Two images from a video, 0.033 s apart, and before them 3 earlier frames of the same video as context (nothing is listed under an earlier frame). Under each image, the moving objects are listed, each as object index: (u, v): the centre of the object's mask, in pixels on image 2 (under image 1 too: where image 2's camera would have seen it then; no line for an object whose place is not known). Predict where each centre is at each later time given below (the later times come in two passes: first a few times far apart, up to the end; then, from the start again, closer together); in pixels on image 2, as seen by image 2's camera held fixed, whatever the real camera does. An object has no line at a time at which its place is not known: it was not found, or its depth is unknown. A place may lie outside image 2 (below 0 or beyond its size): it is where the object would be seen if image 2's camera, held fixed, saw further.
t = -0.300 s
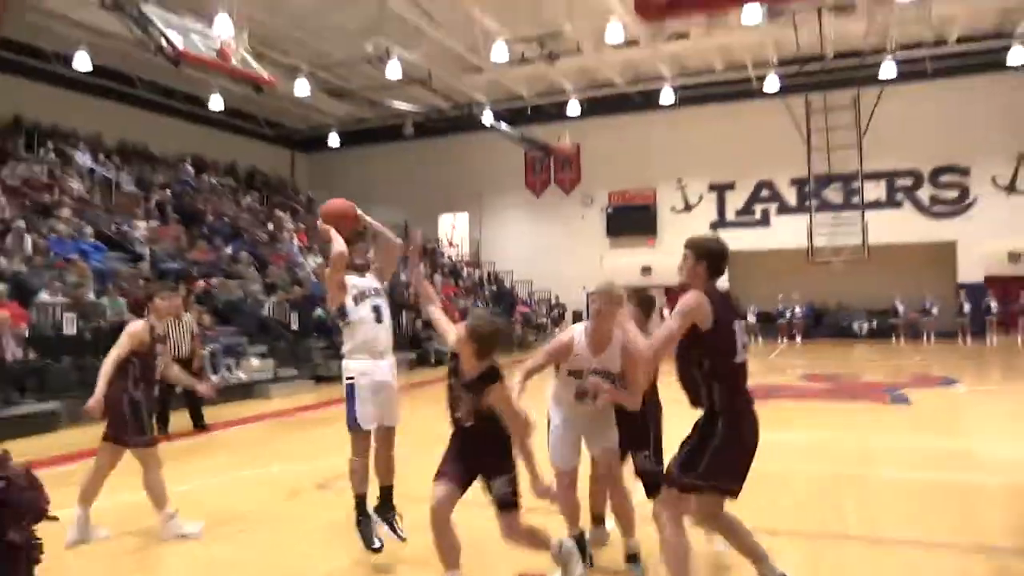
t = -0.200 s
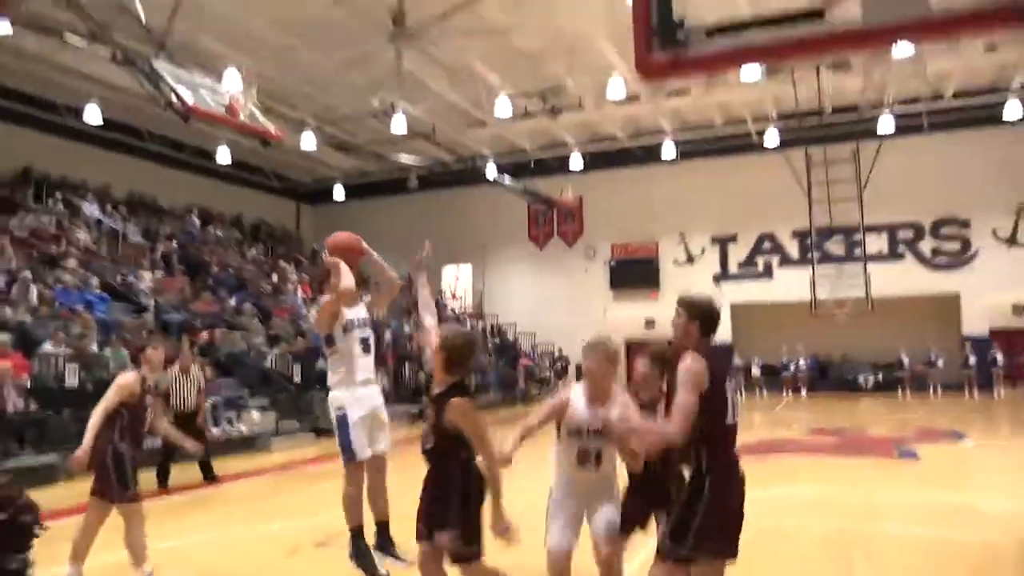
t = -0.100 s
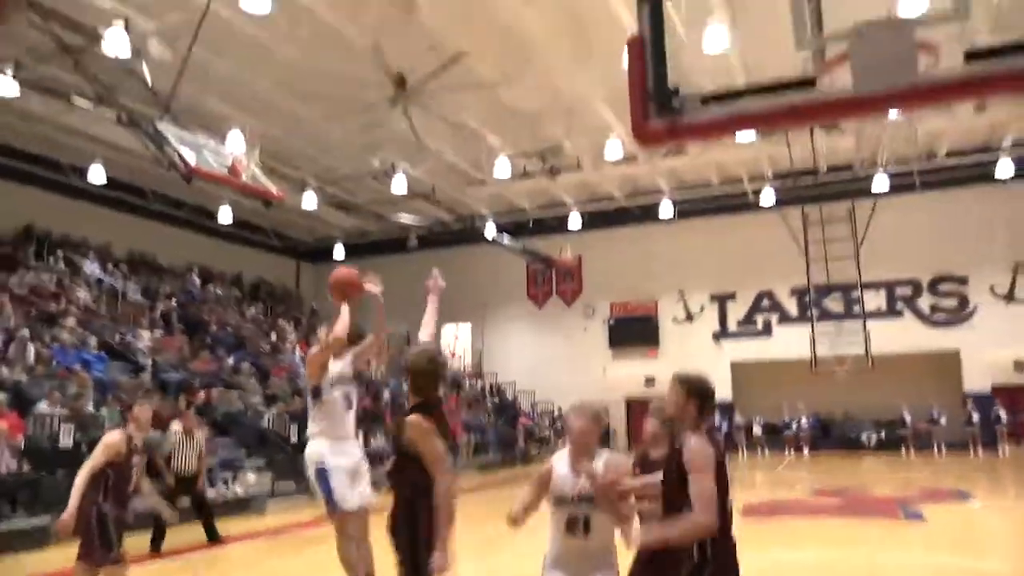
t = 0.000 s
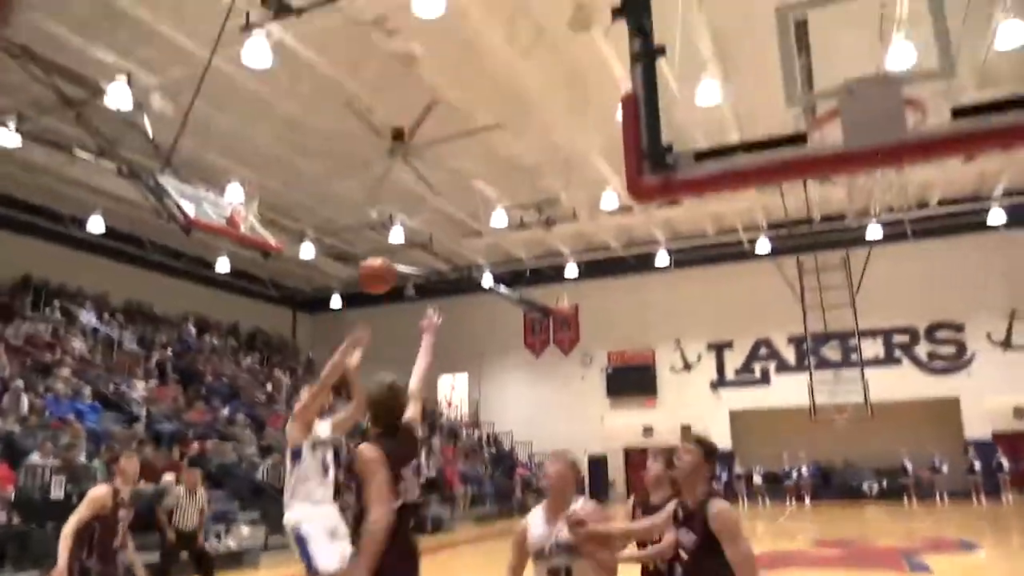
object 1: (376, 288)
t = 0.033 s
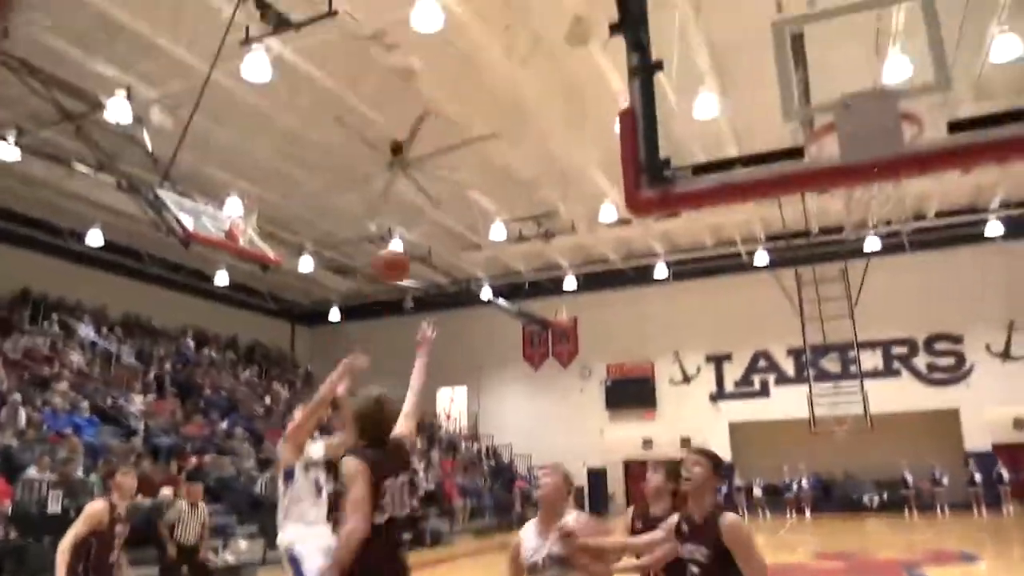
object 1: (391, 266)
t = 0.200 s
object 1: (476, 173)
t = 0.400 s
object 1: (590, 103)
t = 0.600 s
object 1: (732, 87)
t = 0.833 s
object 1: (819, 144)
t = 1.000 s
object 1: (837, 224)
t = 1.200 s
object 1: (865, 320)
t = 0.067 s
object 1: (409, 245)
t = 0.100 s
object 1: (425, 226)
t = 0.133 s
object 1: (442, 205)
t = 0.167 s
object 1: (459, 190)
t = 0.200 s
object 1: (476, 173)
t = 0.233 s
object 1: (493, 158)
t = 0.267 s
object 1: (512, 144)
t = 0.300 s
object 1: (530, 132)
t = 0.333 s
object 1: (550, 121)
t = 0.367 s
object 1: (570, 110)
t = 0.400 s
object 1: (590, 103)
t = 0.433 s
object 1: (608, 96)
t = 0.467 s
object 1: (618, 91)
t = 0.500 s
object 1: (664, 85)
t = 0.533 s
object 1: (680, 85)
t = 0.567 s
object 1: (705, 85)
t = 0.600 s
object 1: (732, 87)
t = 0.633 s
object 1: (754, 94)
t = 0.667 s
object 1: (790, 96)
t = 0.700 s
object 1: (816, 96)
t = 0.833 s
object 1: (819, 144)
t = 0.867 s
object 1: (819, 143)
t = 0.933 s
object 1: (828, 209)
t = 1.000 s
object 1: (837, 224)
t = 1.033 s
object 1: (837, 233)
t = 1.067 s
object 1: (840, 241)
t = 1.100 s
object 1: (847, 257)
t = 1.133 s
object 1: (852, 274)
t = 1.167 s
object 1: (858, 296)
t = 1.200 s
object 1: (865, 320)
